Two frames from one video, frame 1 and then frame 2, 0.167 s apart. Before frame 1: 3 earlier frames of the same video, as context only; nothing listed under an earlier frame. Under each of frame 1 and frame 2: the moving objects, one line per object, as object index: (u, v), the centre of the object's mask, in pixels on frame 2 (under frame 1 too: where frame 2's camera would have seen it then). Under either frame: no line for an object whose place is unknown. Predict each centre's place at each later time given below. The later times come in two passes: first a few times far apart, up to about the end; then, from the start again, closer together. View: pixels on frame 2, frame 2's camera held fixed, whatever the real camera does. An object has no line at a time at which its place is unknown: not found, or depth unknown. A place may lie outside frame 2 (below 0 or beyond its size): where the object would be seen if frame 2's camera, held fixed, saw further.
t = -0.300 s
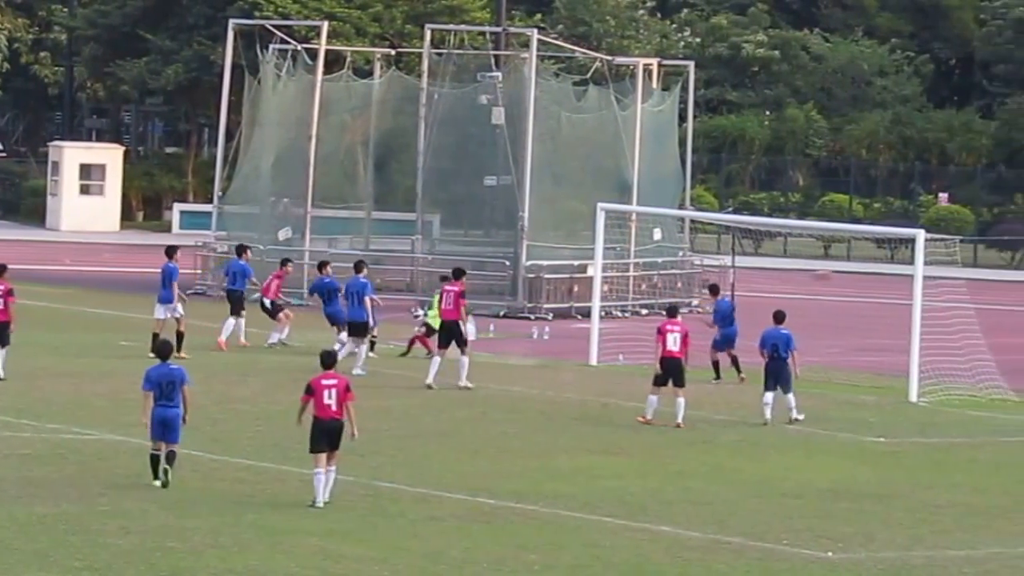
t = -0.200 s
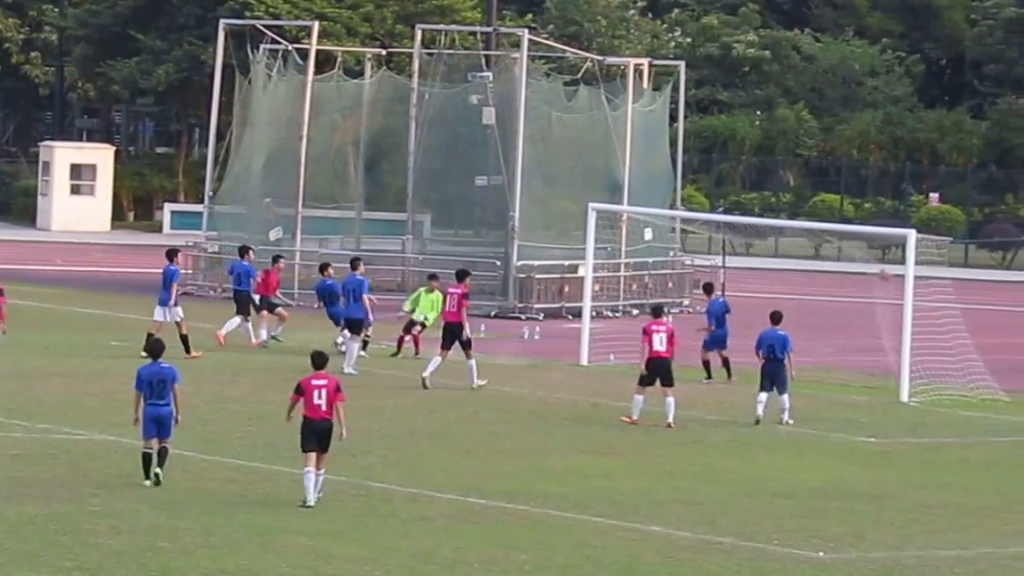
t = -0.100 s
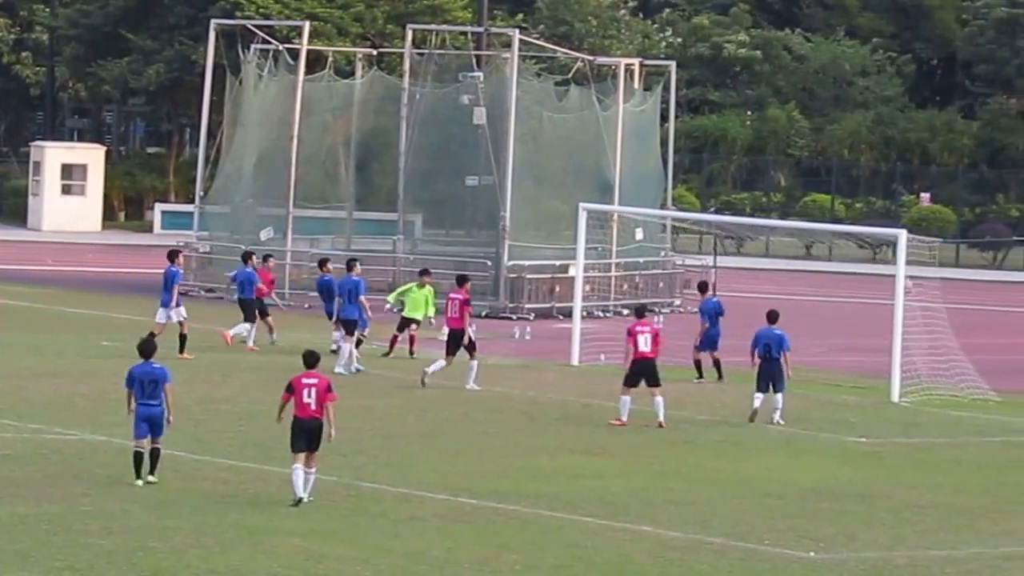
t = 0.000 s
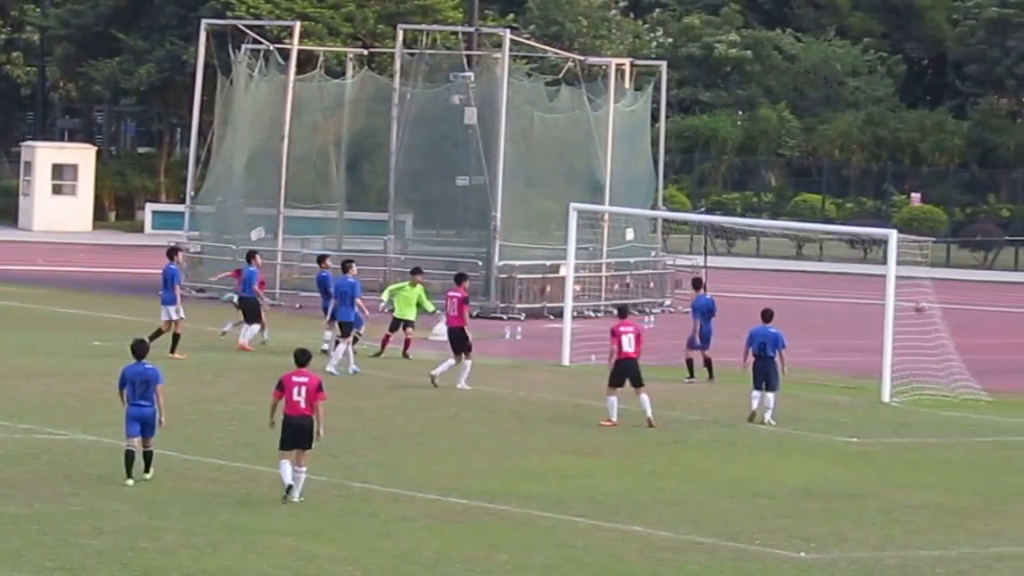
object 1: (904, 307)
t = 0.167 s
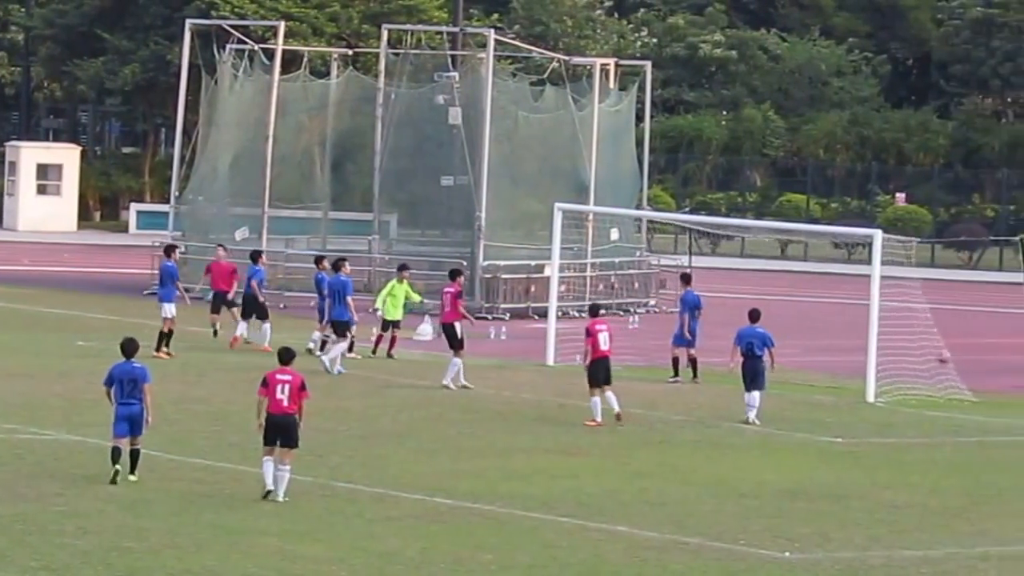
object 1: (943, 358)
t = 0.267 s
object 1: (947, 392)
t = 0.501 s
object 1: (890, 391)
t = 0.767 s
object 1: (844, 385)
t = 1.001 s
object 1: (808, 381)
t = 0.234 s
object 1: (953, 382)
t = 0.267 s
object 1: (947, 392)
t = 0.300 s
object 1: (935, 397)
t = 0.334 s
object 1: (927, 394)
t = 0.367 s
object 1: (923, 392)
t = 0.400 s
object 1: (912, 391)
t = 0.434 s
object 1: (905, 390)
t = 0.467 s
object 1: (897, 390)
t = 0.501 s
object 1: (890, 391)
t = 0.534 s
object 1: (885, 391)
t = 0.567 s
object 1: (880, 391)
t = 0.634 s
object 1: (863, 388)
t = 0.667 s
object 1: (859, 386)
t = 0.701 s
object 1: (855, 386)
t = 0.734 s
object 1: (849, 386)
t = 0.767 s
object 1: (844, 385)
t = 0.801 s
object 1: (839, 384)
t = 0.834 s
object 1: (833, 383)
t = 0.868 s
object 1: (829, 384)
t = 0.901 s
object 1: (823, 382)
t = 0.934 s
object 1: (818, 382)
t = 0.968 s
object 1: (813, 381)
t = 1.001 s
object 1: (808, 381)
